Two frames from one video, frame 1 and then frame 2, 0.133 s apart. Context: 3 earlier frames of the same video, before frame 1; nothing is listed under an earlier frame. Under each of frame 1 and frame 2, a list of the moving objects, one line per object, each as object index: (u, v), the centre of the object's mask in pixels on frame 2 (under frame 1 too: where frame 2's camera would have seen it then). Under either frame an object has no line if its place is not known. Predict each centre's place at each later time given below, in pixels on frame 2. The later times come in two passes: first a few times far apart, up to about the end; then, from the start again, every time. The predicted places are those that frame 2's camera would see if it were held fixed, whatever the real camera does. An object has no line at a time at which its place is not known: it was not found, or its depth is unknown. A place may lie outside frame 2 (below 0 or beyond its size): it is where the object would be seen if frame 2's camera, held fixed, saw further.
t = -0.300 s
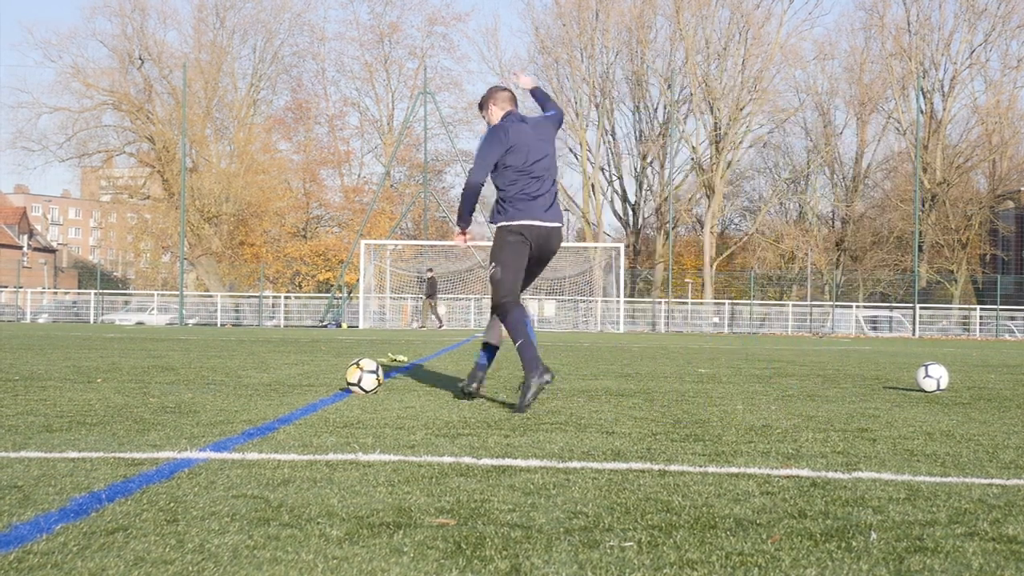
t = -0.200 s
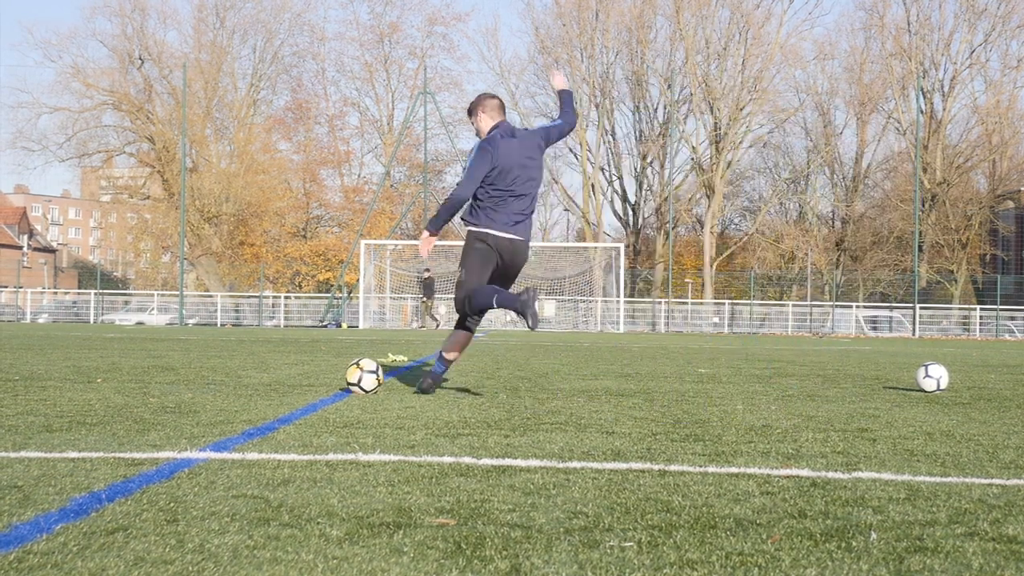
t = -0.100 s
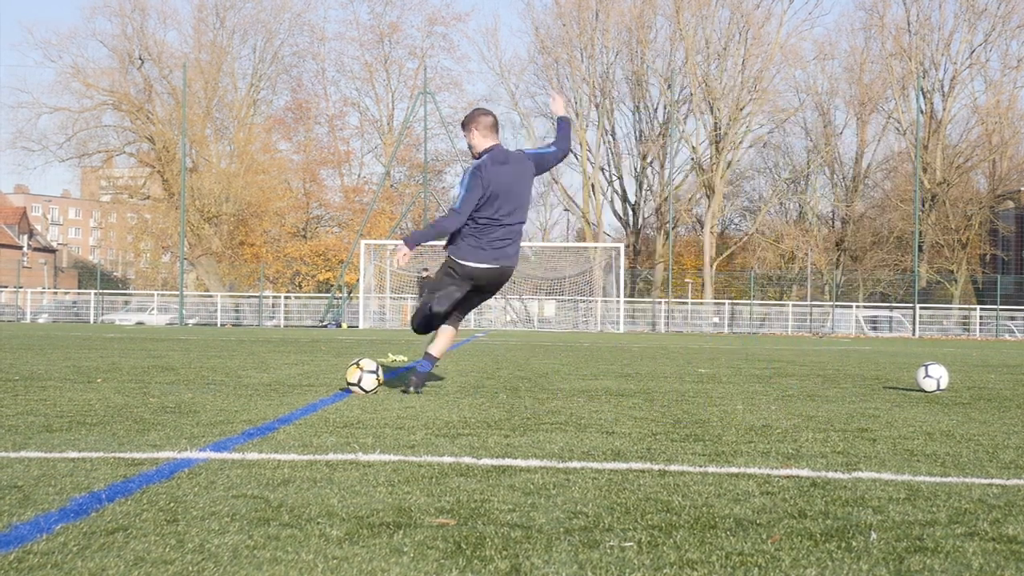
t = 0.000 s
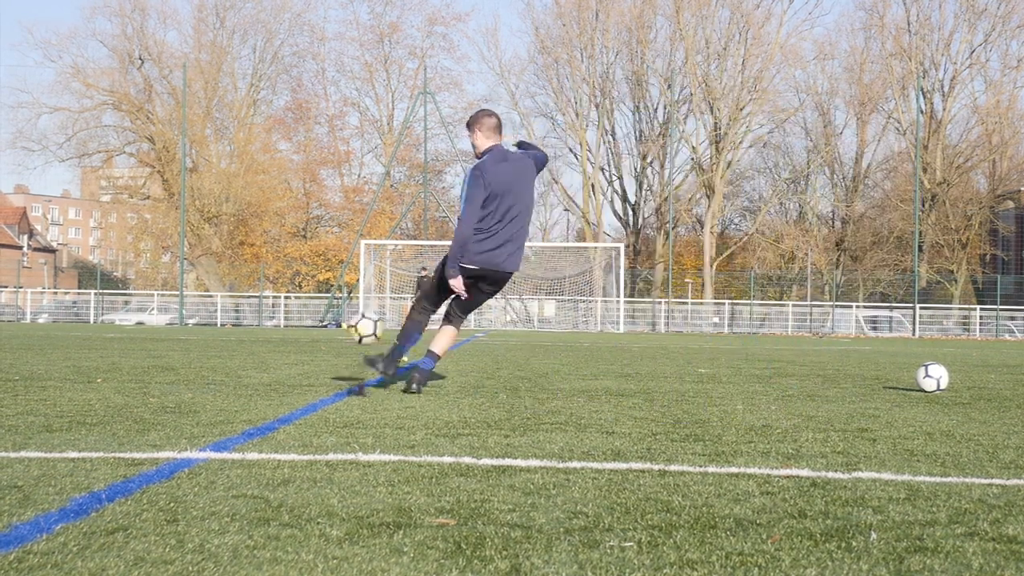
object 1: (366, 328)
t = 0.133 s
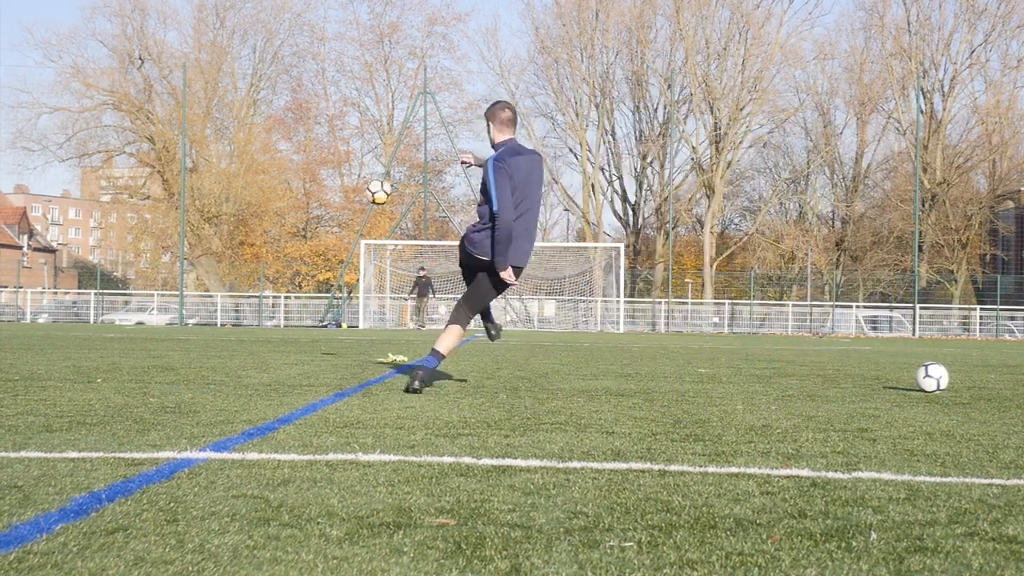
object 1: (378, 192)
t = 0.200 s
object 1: (383, 148)
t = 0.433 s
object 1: (397, 55)
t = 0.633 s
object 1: (403, 18)
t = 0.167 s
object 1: (381, 168)
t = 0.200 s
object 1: (383, 148)
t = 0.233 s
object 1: (385, 130)
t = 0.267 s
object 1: (387, 113)
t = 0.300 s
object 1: (391, 99)
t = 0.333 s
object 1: (392, 86)
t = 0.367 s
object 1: (394, 74)
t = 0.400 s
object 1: (395, 65)
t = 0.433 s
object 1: (397, 55)
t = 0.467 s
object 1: (398, 47)
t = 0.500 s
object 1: (399, 40)
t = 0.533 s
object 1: (400, 33)
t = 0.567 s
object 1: (401, 28)
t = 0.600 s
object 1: (402, 22)
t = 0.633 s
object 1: (403, 18)
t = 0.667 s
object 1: (404, 14)
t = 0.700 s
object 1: (405, 11)
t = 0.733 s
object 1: (406, 9)
